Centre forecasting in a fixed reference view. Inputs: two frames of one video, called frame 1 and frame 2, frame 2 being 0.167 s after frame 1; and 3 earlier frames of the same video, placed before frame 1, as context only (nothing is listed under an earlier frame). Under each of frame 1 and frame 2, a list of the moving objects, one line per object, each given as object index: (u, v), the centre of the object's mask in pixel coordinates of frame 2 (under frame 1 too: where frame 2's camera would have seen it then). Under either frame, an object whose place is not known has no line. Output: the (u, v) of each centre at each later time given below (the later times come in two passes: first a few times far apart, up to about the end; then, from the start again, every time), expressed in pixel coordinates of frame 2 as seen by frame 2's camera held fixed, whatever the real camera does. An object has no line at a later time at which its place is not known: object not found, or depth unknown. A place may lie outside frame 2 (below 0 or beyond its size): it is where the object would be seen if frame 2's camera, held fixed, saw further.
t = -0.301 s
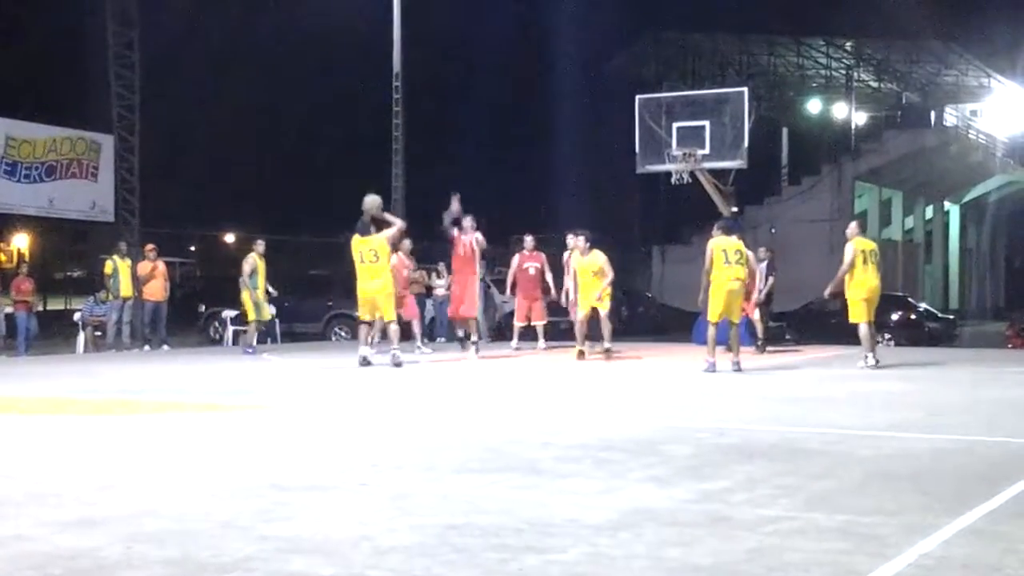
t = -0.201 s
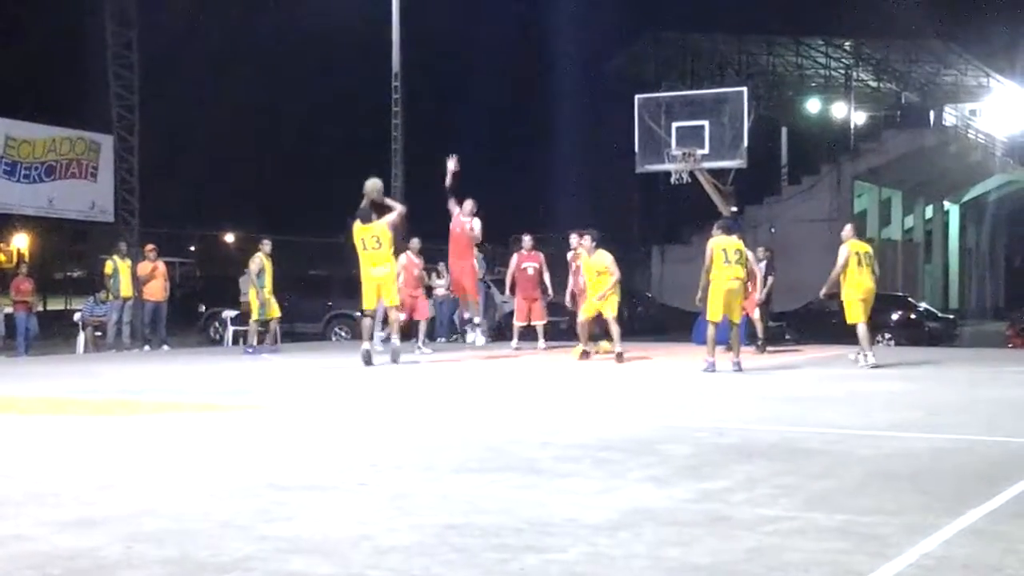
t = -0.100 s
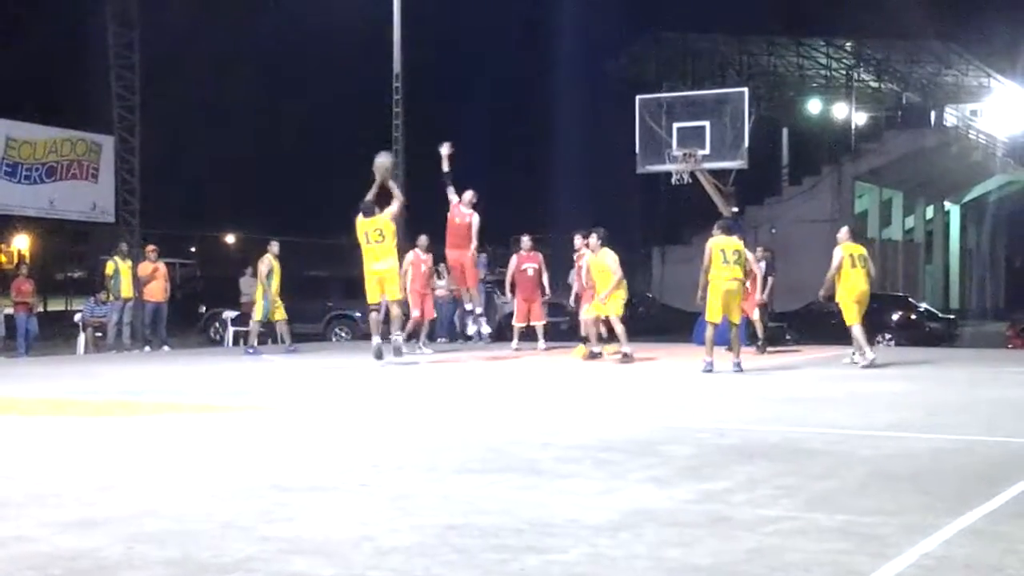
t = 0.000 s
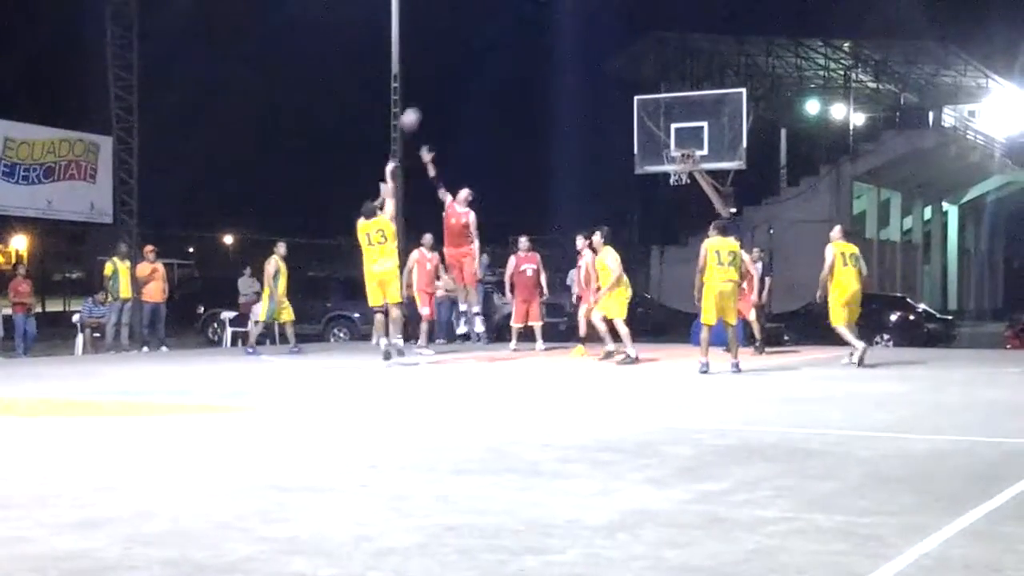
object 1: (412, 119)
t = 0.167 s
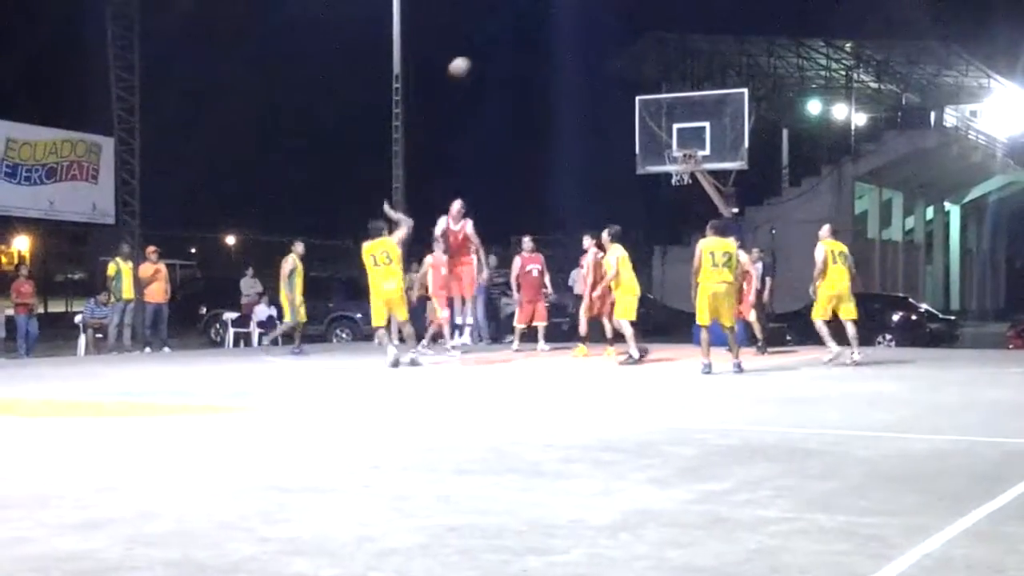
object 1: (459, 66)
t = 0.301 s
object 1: (495, 40)
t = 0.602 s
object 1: (568, 31)
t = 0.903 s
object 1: (630, 81)
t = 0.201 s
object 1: (469, 58)
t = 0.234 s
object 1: (477, 50)
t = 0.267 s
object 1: (487, 45)
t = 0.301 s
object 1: (495, 40)
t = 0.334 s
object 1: (504, 36)
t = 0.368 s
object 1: (513, 33)
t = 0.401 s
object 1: (521, 30)
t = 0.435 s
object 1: (529, 28)
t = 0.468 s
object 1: (537, 28)
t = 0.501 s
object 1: (545, 28)
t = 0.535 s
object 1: (553, 28)
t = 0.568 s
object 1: (560, 29)
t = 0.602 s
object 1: (568, 31)
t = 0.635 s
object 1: (575, 35)
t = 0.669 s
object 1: (582, 38)
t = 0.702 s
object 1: (590, 42)
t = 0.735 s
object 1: (597, 48)
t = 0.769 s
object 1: (604, 52)
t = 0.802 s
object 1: (611, 59)
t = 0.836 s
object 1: (618, 66)
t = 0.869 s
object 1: (624, 73)
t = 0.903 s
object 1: (630, 81)
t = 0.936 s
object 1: (635, 88)
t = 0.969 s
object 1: (642, 97)
